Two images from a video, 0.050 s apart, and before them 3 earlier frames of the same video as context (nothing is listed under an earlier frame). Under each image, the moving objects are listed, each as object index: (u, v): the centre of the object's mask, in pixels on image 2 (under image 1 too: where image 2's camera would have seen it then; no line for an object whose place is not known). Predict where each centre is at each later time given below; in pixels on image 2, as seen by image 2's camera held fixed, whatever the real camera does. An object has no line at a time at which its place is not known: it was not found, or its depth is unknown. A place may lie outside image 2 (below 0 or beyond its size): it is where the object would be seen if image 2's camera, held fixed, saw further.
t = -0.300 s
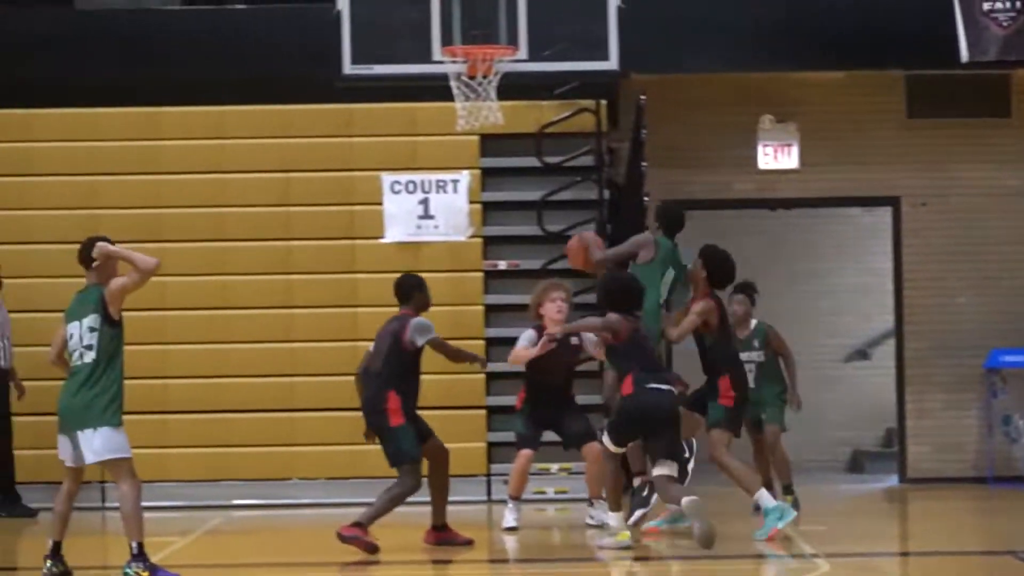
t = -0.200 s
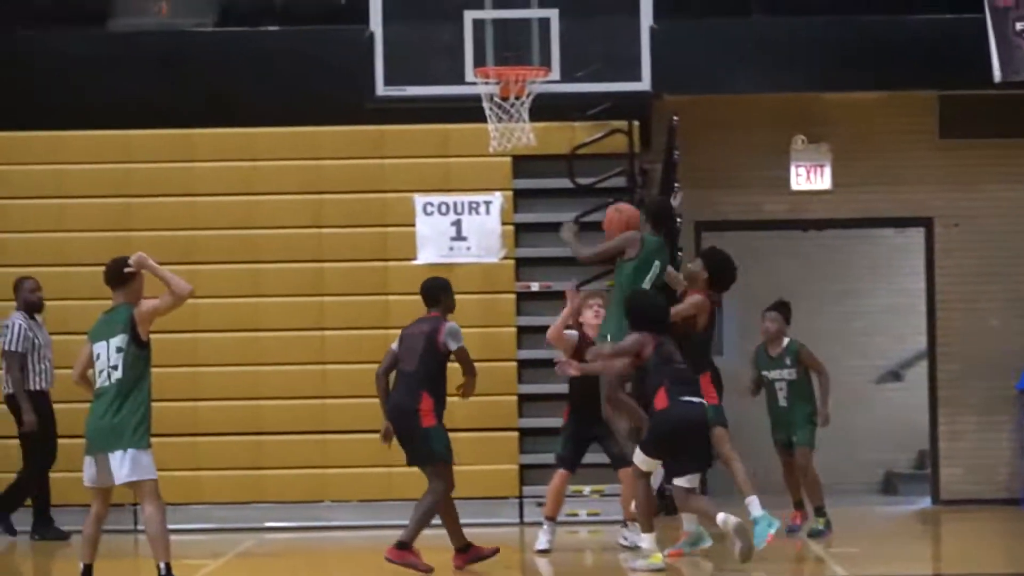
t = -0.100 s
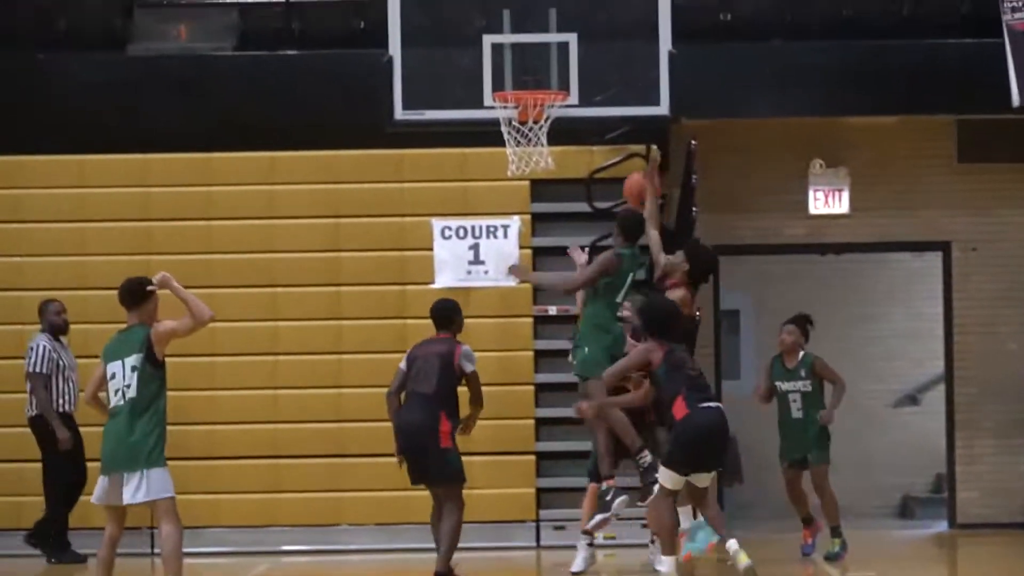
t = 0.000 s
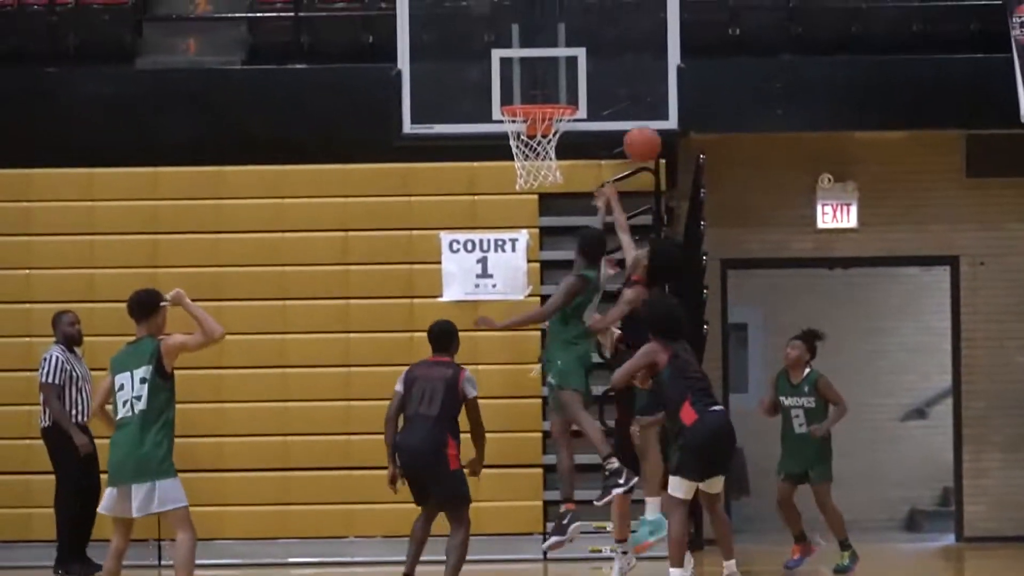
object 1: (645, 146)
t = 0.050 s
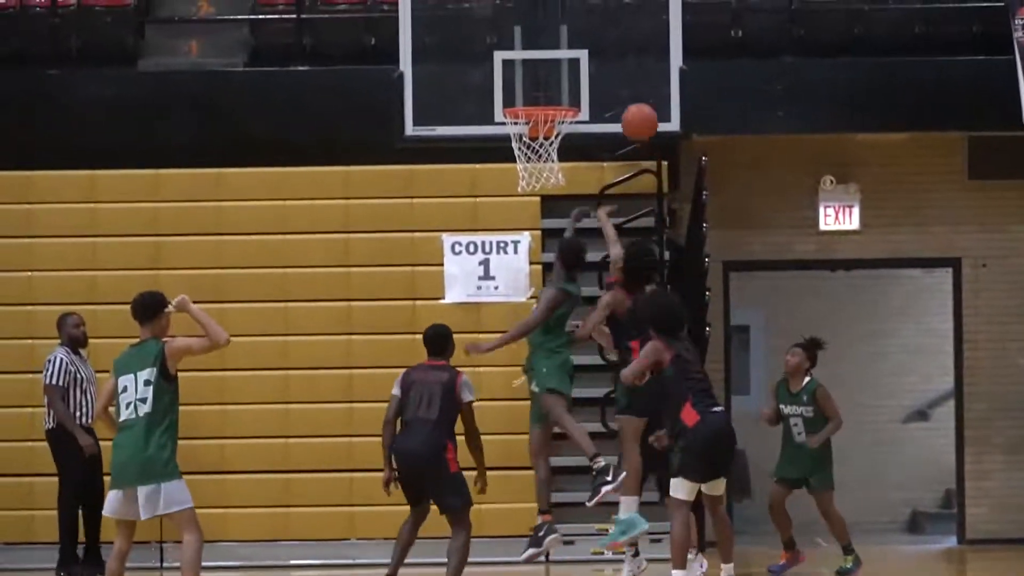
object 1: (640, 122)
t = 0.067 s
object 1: (638, 115)
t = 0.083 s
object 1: (637, 107)
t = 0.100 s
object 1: (635, 102)
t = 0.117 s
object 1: (634, 95)
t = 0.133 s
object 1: (632, 90)
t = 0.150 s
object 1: (631, 85)
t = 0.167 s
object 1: (629, 81)
